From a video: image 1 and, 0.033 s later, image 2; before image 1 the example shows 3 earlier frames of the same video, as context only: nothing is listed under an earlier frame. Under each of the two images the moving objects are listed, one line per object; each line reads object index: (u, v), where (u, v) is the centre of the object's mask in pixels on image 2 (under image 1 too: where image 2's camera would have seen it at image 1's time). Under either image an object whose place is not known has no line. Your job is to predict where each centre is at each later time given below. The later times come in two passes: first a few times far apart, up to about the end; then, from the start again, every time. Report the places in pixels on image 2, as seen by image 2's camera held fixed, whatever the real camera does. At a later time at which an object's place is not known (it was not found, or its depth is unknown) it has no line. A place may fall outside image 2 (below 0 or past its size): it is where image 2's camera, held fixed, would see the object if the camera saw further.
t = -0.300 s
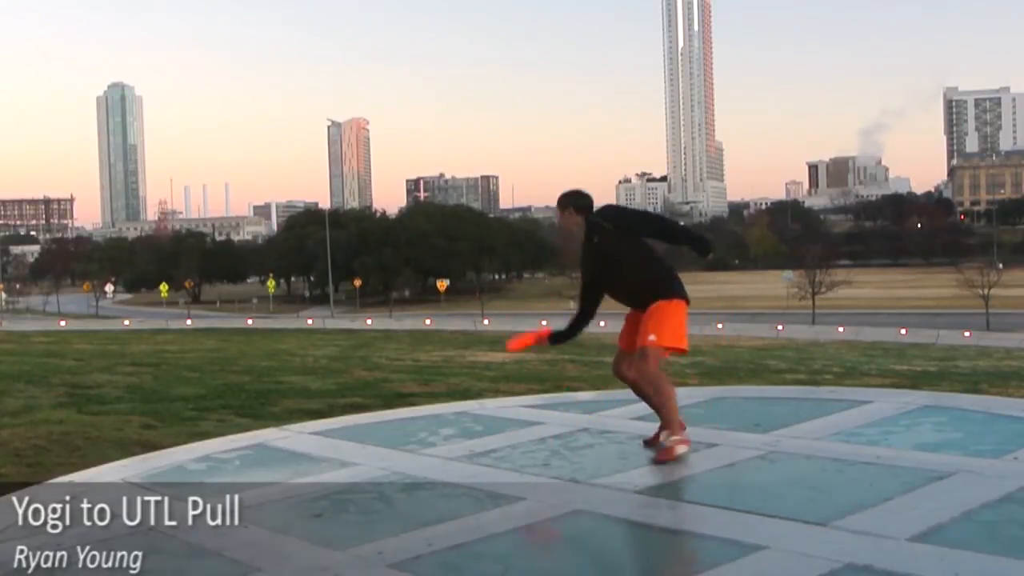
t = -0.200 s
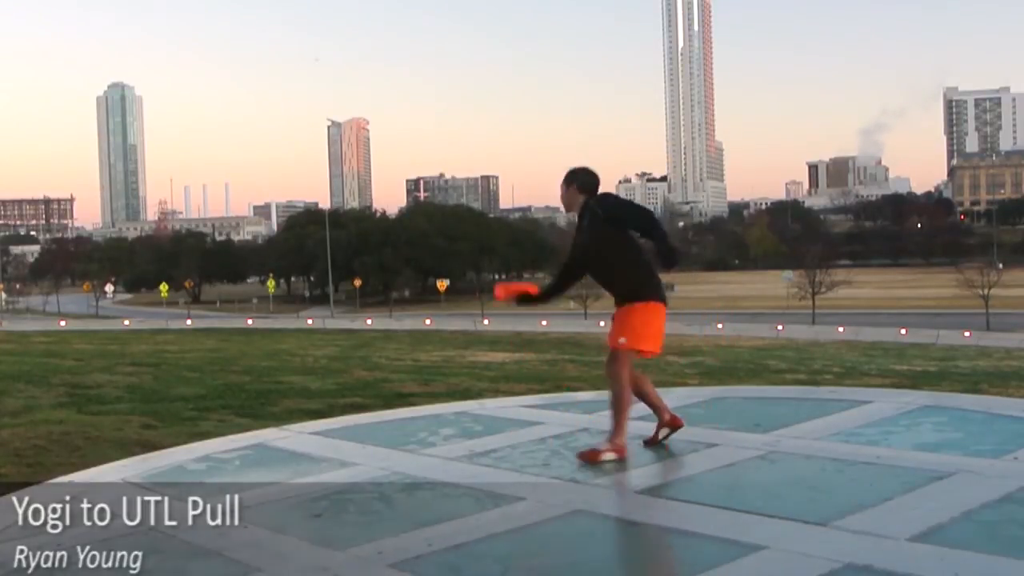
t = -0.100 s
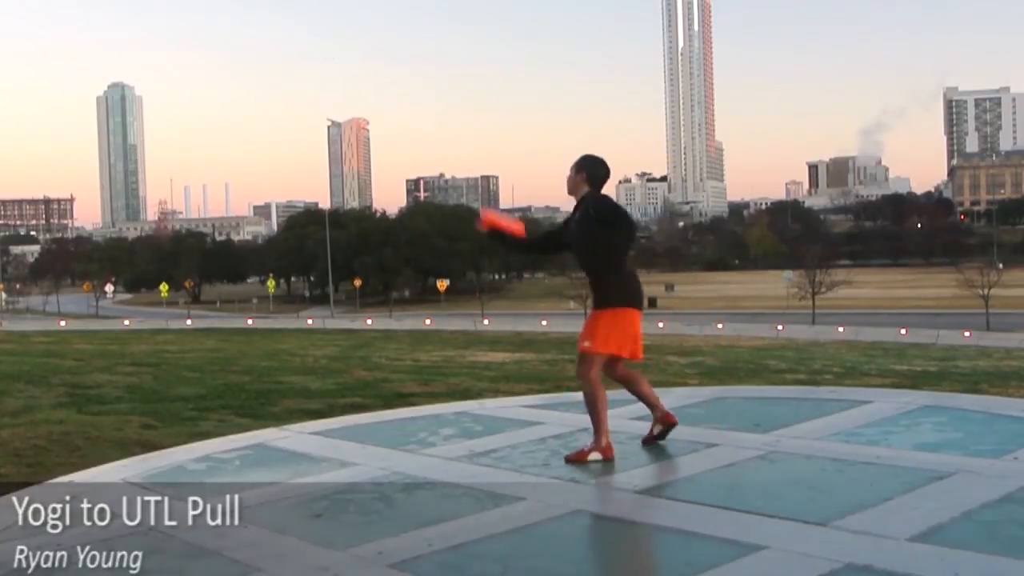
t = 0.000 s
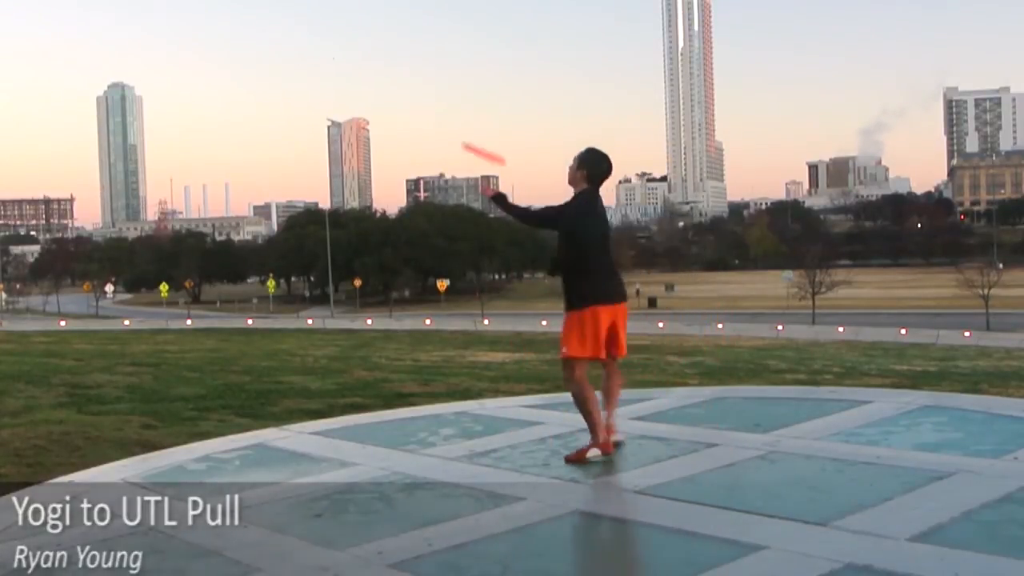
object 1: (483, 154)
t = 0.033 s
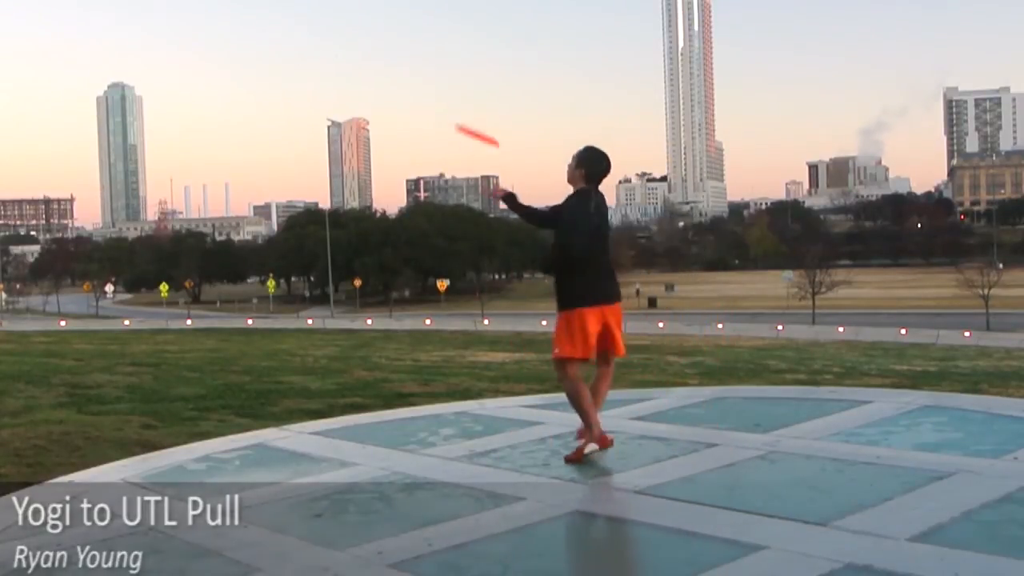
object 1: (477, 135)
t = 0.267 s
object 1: (434, 63)
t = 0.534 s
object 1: (397, 83)
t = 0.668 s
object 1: (386, 124)
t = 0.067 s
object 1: (471, 119)
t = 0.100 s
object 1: (464, 105)
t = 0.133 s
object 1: (458, 93)
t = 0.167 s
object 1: (452, 83)
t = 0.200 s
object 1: (446, 75)
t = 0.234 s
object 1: (440, 68)
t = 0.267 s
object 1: (434, 63)
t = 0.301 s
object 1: (429, 61)
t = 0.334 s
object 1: (423, 59)
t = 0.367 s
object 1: (419, 60)
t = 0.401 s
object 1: (414, 62)
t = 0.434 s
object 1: (409, 65)
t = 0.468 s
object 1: (404, 70)
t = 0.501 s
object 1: (401, 76)
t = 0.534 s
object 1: (397, 83)
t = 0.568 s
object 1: (393, 92)
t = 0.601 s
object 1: (391, 101)
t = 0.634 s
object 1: (388, 112)
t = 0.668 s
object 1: (386, 124)
